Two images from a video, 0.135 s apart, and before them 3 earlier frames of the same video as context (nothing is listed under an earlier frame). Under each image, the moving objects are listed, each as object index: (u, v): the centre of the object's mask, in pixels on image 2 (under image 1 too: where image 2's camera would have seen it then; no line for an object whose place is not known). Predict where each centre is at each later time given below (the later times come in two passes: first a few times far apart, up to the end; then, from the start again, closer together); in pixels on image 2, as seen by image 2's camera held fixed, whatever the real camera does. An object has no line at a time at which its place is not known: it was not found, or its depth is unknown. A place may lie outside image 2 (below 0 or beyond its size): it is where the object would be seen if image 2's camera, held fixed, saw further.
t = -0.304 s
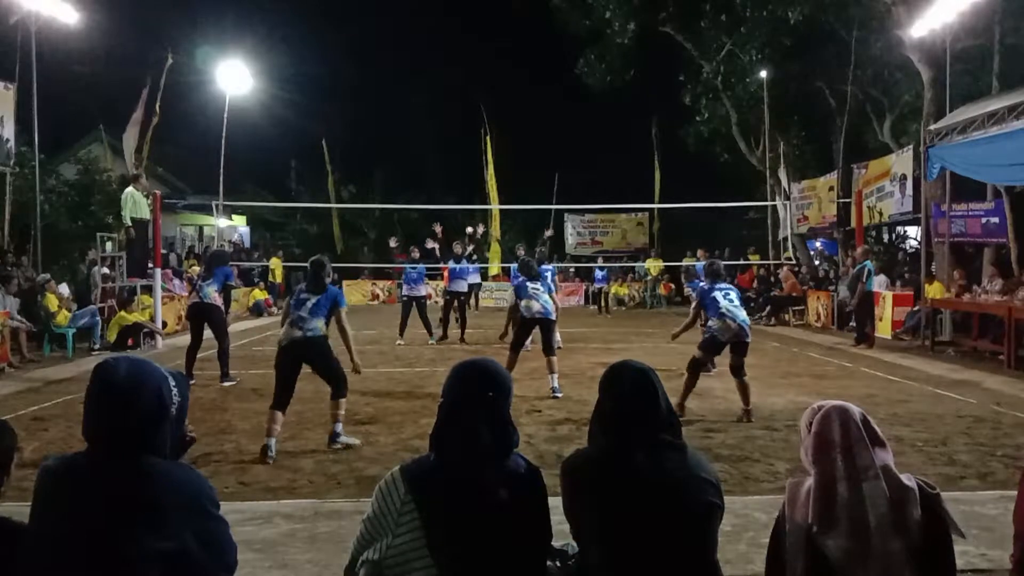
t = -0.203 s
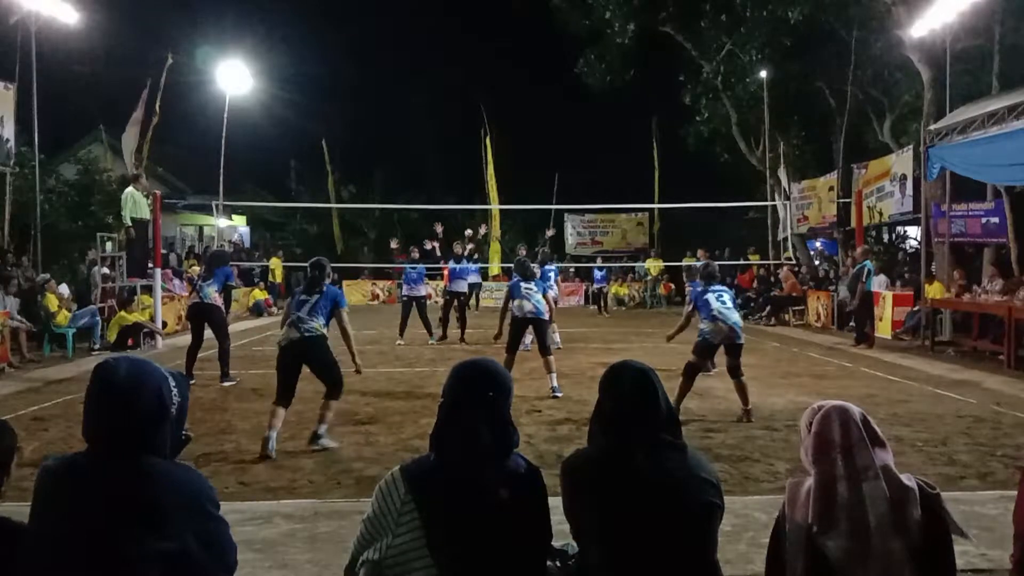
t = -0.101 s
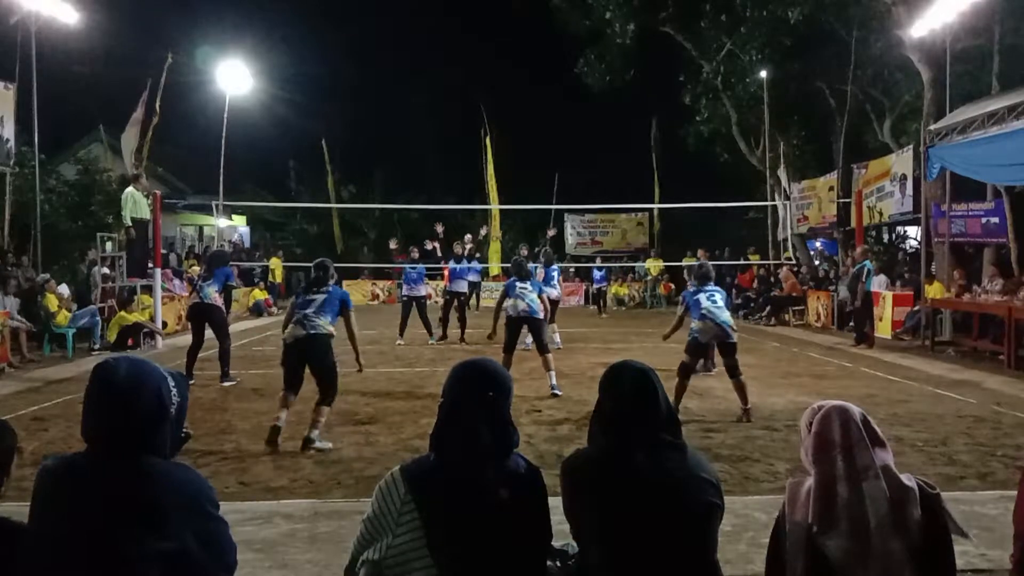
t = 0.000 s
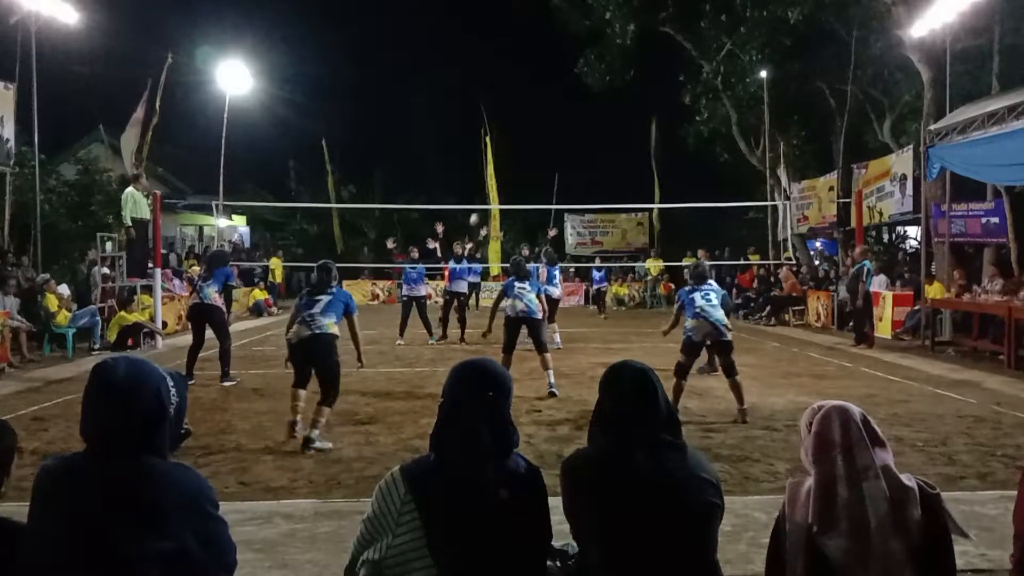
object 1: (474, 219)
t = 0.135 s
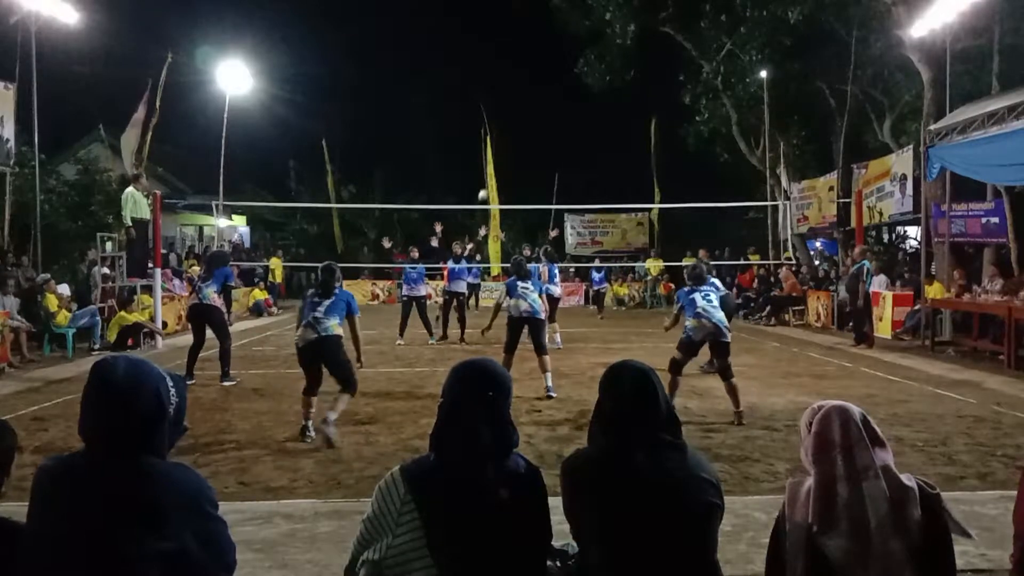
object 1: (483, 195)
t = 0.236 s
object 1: (491, 180)
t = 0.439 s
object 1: (511, 163)
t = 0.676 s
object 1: (540, 169)
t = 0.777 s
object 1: (557, 183)
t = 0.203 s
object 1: (488, 185)
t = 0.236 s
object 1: (491, 180)
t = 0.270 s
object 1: (495, 177)
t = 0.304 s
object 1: (498, 173)
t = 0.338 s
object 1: (501, 170)
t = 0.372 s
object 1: (504, 167)
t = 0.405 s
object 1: (508, 165)
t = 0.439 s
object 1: (511, 163)
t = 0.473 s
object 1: (515, 162)
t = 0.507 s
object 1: (518, 161)
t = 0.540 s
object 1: (522, 161)
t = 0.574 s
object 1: (526, 162)
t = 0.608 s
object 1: (530, 164)
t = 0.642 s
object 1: (534, 166)
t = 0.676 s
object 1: (540, 169)
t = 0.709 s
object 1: (544, 172)
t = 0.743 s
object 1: (550, 177)
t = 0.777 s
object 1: (557, 183)
